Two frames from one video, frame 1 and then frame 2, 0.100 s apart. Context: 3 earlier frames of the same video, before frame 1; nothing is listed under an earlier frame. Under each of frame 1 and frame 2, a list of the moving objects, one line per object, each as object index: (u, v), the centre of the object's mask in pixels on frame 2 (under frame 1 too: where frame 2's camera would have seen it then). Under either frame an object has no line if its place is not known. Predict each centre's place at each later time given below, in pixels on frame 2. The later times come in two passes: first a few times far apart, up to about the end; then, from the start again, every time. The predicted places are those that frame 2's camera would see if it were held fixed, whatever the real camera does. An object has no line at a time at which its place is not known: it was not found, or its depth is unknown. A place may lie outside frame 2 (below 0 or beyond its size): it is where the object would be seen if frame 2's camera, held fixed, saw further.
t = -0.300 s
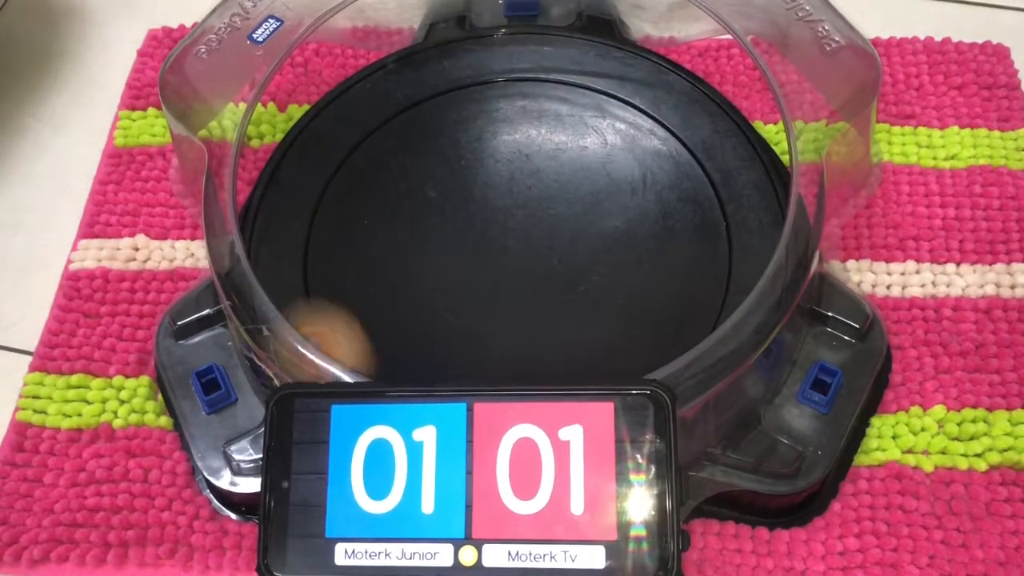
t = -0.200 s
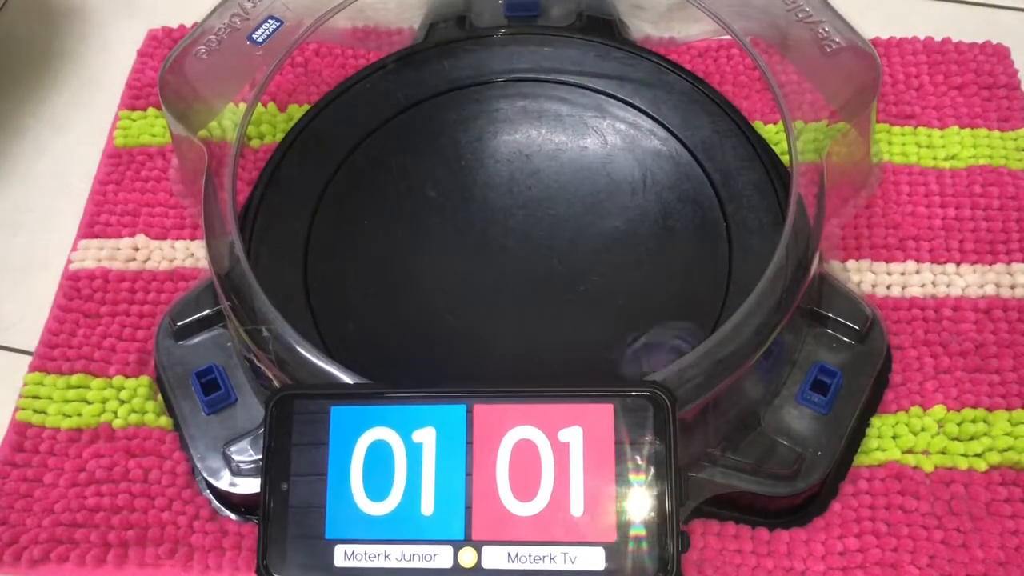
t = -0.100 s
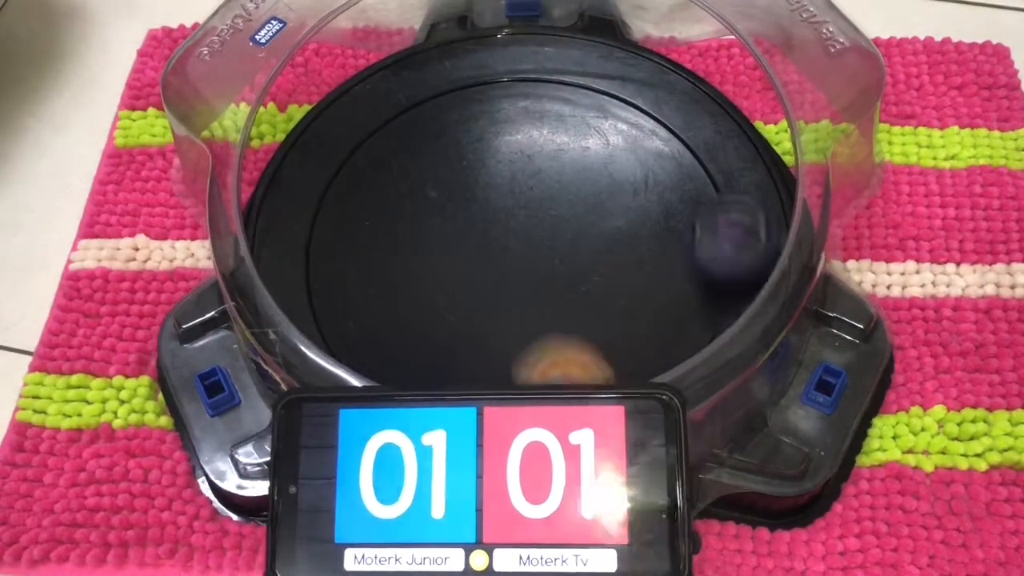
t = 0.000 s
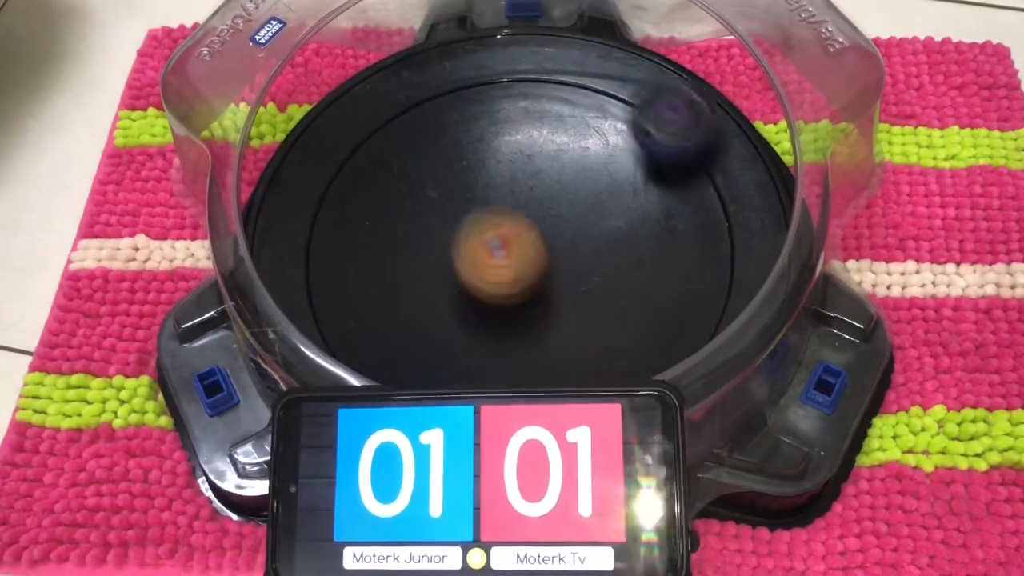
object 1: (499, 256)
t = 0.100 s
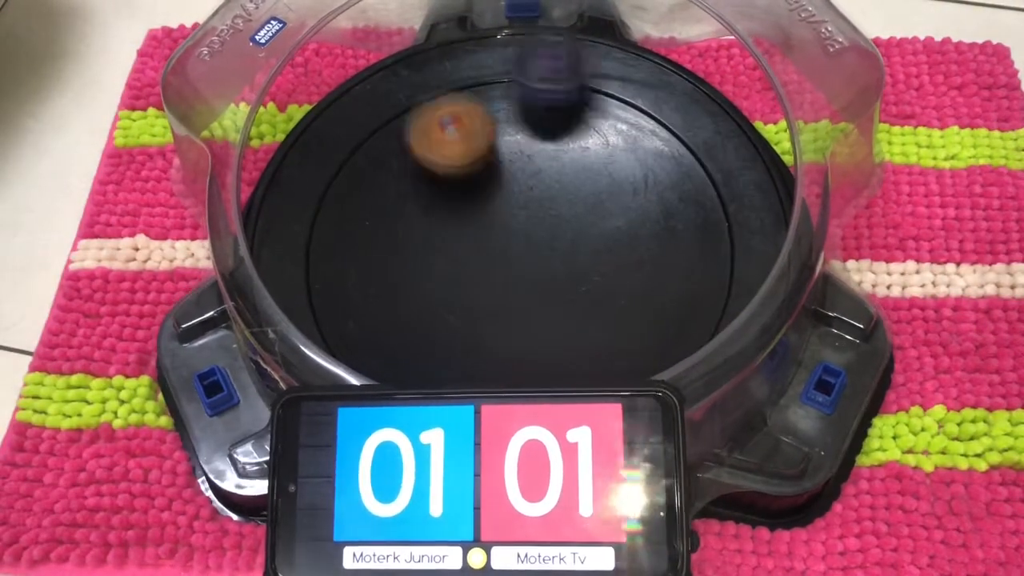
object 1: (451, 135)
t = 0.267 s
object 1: (317, 96)
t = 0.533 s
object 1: (408, 313)
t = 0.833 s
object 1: (612, 111)
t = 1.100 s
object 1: (369, 97)
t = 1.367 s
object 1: (387, 333)
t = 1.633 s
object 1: (589, 348)
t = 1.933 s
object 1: (458, 204)
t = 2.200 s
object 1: (349, 283)
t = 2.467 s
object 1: (493, 266)
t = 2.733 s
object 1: (484, 120)
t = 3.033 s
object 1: (409, 219)
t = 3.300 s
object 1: (617, 276)
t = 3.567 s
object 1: (682, 141)
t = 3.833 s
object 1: (542, 212)
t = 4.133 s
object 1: (605, 354)
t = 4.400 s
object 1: (622, 295)
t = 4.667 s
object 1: (431, 253)
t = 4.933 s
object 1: (358, 324)
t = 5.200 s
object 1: (449, 261)
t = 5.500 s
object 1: (389, 177)
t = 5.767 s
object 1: (437, 201)
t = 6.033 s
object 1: (456, 203)
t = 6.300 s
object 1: (557, 192)
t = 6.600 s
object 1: (587, 161)
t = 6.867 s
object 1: (559, 205)
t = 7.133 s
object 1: (565, 307)
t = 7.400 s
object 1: (585, 307)
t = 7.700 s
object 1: (465, 258)
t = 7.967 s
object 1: (412, 273)
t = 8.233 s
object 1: (499, 235)
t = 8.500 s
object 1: (520, 162)
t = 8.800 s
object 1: (524, 130)
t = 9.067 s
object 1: (553, 139)
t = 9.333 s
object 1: (521, 222)
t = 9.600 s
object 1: (626, 252)
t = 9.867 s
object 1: (584, 285)
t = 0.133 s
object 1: (432, 104)
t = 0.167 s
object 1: (399, 90)
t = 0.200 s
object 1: (370, 86)
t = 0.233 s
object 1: (343, 89)
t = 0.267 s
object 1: (317, 96)
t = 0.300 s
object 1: (300, 112)
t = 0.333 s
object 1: (290, 137)
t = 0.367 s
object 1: (281, 162)
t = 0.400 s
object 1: (276, 188)
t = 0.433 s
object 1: (294, 217)
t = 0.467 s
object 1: (324, 250)
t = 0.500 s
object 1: (362, 285)
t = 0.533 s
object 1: (408, 313)
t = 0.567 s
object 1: (447, 324)
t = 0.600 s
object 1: (479, 321)
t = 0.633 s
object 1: (512, 313)
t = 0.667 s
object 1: (545, 297)
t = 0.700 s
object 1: (579, 278)
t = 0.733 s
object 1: (607, 255)
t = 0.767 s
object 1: (622, 218)
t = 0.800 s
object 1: (617, 162)
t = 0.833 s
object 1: (612, 111)
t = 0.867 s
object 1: (599, 65)
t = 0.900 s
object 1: (580, 36)
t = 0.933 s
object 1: (544, 38)
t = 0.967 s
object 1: (503, 49)
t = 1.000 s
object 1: (466, 58)
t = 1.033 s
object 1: (434, 69)
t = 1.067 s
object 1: (400, 81)
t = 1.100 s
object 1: (369, 97)
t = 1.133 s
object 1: (346, 118)
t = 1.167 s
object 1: (328, 145)
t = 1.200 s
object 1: (317, 175)
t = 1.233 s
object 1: (313, 212)
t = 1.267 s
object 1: (320, 246)
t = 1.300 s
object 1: (335, 279)
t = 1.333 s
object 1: (357, 309)
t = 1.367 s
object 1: (387, 333)
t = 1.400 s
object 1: (420, 347)
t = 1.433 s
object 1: (456, 353)
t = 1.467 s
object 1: (479, 358)
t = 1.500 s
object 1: (501, 360)
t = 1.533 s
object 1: (524, 360)
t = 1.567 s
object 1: (549, 359)
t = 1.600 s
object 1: (569, 355)
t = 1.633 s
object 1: (589, 348)
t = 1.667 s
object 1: (581, 339)
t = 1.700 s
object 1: (574, 322)
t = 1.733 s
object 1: (568, 301)
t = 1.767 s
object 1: (557, 278)
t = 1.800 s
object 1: (542, 258)
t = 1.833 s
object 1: (524, 239)
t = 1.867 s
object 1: (504, 224)
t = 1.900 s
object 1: (480, 212)
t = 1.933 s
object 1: (458, 204)
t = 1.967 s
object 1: (435, 199)
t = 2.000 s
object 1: (413, 199)
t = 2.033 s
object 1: (393, 202)
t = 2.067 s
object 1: (375, 210)
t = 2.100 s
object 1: (360, 223)
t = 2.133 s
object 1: (349, 239)
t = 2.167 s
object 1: (345, 261)
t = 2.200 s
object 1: (349, 283)
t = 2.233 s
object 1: (362, 304)
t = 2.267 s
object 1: (381, 318)
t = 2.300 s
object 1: (397, 322)
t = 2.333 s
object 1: (417, 320)
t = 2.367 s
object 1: (439, 313)
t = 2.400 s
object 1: (460, 301)
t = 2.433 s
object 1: (478, 284)
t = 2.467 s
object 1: (493, 266)
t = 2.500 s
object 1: (506, 246)
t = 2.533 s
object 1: (514, 227)
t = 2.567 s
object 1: (518, 206)
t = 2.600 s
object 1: (518, 185)
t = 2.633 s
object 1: (514, 167)
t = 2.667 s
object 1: (507, 149)
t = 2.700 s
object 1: (497, 133)
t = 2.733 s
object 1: (484, 120)
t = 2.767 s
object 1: (469, 111)
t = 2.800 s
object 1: (451, 105)
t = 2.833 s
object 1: (432, 104)
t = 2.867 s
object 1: (415, 111)
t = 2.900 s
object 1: (399, 123)
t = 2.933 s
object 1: (390, 142)
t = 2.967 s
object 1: (389, 167)
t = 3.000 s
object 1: (395, 194)
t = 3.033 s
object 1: (409, 219)
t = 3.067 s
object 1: (428, 242)
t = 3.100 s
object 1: (452, 261)
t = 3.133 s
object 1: (478, 275)
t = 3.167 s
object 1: (507, 284)
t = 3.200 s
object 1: (535, 288)
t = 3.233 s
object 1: (563, 287)
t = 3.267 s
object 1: (591, 283)
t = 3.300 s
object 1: (617, 276)
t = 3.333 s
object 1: (642, 265)
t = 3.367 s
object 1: (664, 251)
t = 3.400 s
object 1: (681, 235)
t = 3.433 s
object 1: (695, 217)
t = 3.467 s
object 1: (702, 197)
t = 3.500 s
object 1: (703, 176)
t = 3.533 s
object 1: (697, 157)
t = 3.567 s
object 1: (682, 141)
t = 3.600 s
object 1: (661, 130)
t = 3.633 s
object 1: (634, 124)
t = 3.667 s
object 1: (604, 126)
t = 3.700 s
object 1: (576, 133)
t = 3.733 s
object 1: (562, 149)
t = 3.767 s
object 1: (554, 167)
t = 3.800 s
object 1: (547, 189)
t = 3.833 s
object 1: (542, 212)
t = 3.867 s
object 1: (539, 237)
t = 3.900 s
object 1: (539, 259)
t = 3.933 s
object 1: (542, 280)
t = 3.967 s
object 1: (548, 300)
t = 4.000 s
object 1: (556, 318)
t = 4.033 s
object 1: (566, 334)
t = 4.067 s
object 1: (577, 344)
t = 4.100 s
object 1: (590, 350)
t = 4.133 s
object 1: (605, 354)
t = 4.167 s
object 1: (619, 356)
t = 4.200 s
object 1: (633, 355)
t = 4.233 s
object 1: (641, 351)
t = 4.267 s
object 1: (647, 344)
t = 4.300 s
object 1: (650, 336)
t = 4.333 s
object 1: (648, 326)
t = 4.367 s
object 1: (638, 309)
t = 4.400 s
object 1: (622, 295)
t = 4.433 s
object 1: (601, 282)
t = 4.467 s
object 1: (577, 270)
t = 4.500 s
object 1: (550, 262)
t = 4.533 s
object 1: (525, 256)
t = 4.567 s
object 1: (500, 253)
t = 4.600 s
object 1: (477, 251)
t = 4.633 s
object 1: (454, 251)
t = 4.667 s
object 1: (431, 253)
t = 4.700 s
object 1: (409, 256)
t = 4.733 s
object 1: (391, 261)
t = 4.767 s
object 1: (374, 267)
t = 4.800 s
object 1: (359, 277)
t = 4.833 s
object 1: (348, 287)
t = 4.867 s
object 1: (343, 300)
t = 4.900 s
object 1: (347, 313)
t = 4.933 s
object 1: (358, 324)
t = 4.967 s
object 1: (375, 332)
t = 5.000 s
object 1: (395, 335)
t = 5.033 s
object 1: (420, 332)
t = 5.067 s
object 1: (445, 322)
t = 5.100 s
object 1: (452, 309)
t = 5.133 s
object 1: (452, 294)
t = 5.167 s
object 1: (452, 277)
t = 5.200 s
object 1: (449, 261)
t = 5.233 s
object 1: (445, 246)
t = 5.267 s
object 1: (440, 230)
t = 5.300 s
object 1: (432, 215)
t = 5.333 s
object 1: (425, 202)
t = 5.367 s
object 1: (415, 191)
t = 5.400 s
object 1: (408, 183)
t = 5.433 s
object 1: (400, 177)
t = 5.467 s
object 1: (393, 176)
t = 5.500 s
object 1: (389, 177)
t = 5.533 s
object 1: (388, 182)
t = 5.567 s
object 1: (392, 190)
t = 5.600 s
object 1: (401, 199)
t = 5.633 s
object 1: (414, 206)
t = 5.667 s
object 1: (430, 213)
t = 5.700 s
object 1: (446, 216)
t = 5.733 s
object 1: (441, 209)
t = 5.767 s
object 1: (437, 201)
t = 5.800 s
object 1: (433, 196)
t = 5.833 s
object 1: (431, 193)
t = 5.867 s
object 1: (432, 192)
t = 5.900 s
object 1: (433, 193)
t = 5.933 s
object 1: (435, 195)
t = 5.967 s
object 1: (440, 197)
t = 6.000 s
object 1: (447, 199)
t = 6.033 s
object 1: (456, 203)
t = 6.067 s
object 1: (468, 205)
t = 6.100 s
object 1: (480, 207)
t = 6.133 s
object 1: (493, 208)
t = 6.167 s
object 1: (509, 208)
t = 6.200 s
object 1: (522, 206)
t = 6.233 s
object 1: (534, 203)
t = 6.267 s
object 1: (547, 199)
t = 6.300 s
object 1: (557, 192)
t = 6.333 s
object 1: (564, 188)
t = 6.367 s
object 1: (569, 183)
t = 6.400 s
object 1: (571, 178)
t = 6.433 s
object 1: (570, 177)
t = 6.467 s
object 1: (568, 177)
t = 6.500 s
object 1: (573, 173)
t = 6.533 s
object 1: (579, 169)
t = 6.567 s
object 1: (584, 165)
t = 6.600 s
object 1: (587, 161)
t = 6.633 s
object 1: (589, 159)
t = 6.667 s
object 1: (589, 158)
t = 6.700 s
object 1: (585, 160)
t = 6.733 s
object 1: (581, 163)
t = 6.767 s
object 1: (576, 167)
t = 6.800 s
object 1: (571, 178)
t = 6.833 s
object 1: (564, 190)
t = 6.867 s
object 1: (559, 205)
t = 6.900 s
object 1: (555, 218)
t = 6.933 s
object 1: (553, 231)
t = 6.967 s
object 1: (553, 246)
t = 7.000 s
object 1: (554, 260)
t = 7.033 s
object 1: (555, 273)
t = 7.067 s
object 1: (557, 285)
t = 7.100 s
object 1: (560, 296)
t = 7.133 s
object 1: (565, 307)
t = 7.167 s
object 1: (570, 316)
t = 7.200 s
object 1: (576, 322)
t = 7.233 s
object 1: (583, 325)
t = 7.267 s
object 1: (588, 325)
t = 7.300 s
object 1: (590, 323)
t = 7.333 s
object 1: (591, 319)
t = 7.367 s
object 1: (589, 313)
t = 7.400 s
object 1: (585, 307)
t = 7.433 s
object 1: (577, 299)
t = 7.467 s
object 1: (567, 292)
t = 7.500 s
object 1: (553, 285)
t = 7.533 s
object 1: (538, 279)
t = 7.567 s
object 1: (523, 273)
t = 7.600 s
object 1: (509, 268)
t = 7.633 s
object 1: (494, 264)
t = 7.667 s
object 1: (480, 260)
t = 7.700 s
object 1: (465, 258)
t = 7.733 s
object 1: (451, 257)
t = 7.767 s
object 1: (438, 257)
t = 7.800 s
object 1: (425, 257)
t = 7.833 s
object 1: (416, 259)
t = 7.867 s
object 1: (410, 262)
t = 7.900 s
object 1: (408, 267)
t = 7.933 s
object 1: (409, 271)
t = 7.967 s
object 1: (412, 273)
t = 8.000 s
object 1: (420, 274)
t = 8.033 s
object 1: (430, 274)
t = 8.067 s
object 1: (442, 273)
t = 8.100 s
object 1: (455, 267)
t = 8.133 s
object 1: (469, 261)
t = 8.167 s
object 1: (480, 253)
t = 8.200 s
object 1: (490, 245)
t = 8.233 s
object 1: (499, 235)
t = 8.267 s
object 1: (507, 224)
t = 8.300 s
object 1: (513, 213)
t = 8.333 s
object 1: (518, 202)
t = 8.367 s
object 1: (523, 191)
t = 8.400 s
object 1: (525, 182)
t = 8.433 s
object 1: (525, 173)
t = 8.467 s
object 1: (523, 165)
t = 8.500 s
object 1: (520, 162)
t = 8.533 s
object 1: (516, 160)
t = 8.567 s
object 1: (513, 162)
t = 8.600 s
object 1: (510, 163)
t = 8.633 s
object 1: (508, 167)
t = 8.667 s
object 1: (506, 173)
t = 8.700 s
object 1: (504, 179)
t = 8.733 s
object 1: (513, 162)
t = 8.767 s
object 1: (517, 141)
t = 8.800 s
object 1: (524, 130)
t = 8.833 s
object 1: (528, 121)
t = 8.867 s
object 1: (532, 117)
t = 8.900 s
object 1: (535, 117)
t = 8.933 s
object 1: (538, 118)
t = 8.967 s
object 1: (542, 121)
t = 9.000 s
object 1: (546, 125)
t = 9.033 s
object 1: (550, 132)
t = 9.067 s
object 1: (553, 139)
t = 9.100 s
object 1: (554, 148)
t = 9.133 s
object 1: (553, 158)
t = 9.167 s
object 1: (552, 169)
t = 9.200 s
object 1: (549, 179)
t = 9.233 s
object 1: (544, 189)
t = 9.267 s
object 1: (538, 200)
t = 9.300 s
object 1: (531, 210)
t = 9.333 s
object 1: (521, 222)
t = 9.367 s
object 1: (512, 232)
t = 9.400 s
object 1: (520, 238)
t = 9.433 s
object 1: (553, 235)
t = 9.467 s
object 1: (578, 234)
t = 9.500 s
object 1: (600, 237)
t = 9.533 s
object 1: (614, 239)
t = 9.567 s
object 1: (623, 244)
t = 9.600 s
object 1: (626, 252)
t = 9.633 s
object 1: (625, 255)
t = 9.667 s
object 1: (623, 258)
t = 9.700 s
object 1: (618, 262)
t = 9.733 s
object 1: (613, 265)
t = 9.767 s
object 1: (608, 269)
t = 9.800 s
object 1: (602, 273)
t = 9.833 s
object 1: (593, 279)
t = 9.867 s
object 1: (584, 285)
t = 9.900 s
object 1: (573, 291)
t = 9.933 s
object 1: (563, 296)
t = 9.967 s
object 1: (554, 302)
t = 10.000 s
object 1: (549, 304)
